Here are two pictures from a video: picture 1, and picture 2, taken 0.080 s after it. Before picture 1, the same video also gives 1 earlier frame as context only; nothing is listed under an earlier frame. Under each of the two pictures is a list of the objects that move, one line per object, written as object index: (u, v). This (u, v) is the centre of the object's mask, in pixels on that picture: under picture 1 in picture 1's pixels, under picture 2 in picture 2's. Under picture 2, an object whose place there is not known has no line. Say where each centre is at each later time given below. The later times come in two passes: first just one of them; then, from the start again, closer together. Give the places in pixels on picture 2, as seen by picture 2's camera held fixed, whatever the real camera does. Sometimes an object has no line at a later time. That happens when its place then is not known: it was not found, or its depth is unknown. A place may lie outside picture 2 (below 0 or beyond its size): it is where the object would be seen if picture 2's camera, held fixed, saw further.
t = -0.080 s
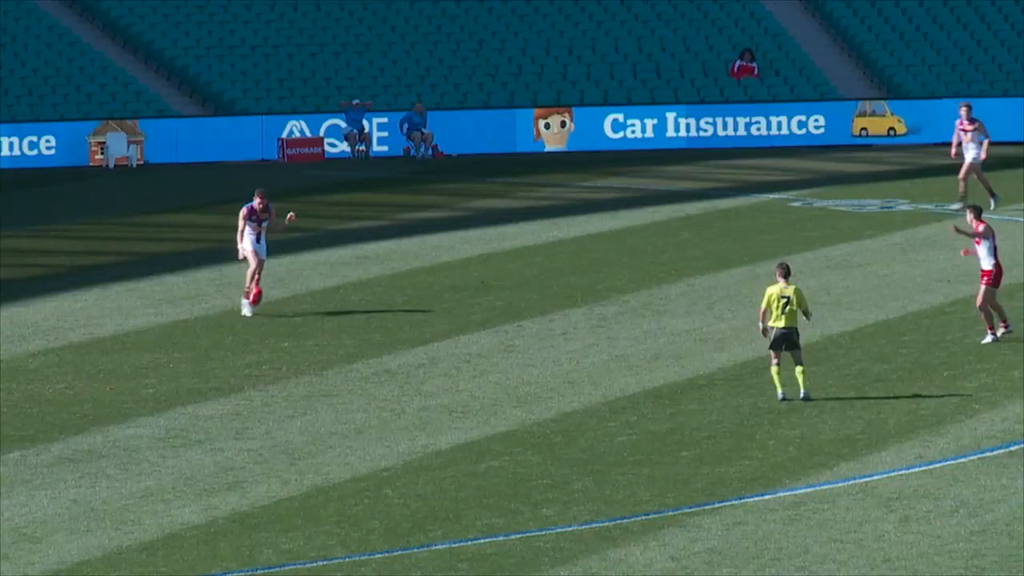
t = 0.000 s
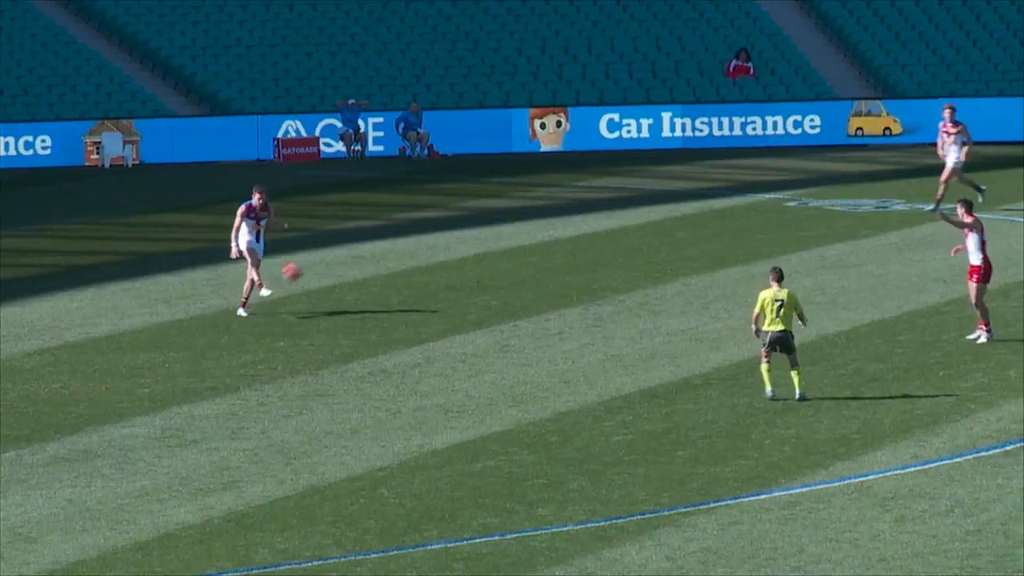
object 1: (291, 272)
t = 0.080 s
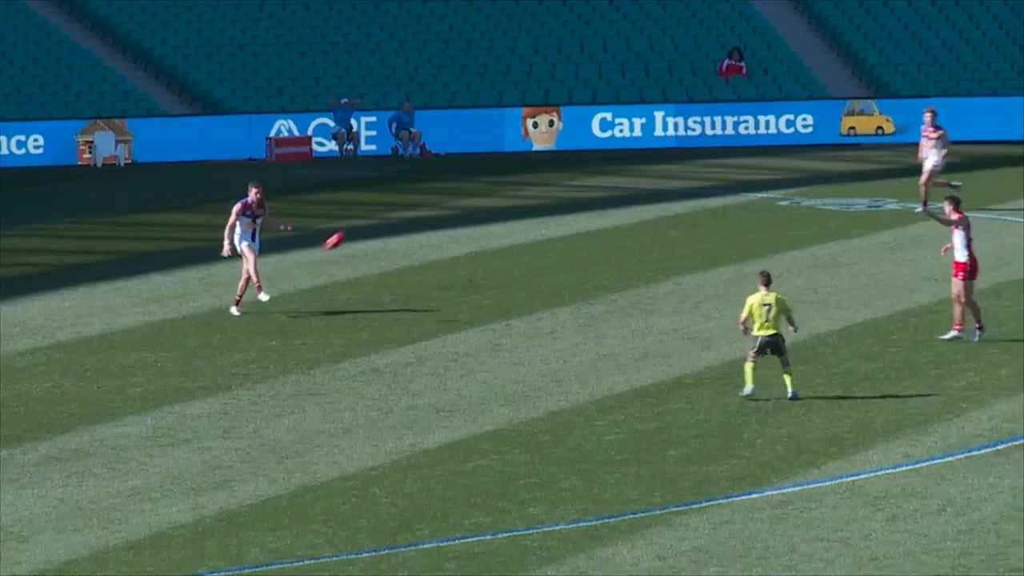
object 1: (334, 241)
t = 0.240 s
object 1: (425, 194)
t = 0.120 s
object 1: (356, 228)
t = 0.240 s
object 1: (425, 194)
